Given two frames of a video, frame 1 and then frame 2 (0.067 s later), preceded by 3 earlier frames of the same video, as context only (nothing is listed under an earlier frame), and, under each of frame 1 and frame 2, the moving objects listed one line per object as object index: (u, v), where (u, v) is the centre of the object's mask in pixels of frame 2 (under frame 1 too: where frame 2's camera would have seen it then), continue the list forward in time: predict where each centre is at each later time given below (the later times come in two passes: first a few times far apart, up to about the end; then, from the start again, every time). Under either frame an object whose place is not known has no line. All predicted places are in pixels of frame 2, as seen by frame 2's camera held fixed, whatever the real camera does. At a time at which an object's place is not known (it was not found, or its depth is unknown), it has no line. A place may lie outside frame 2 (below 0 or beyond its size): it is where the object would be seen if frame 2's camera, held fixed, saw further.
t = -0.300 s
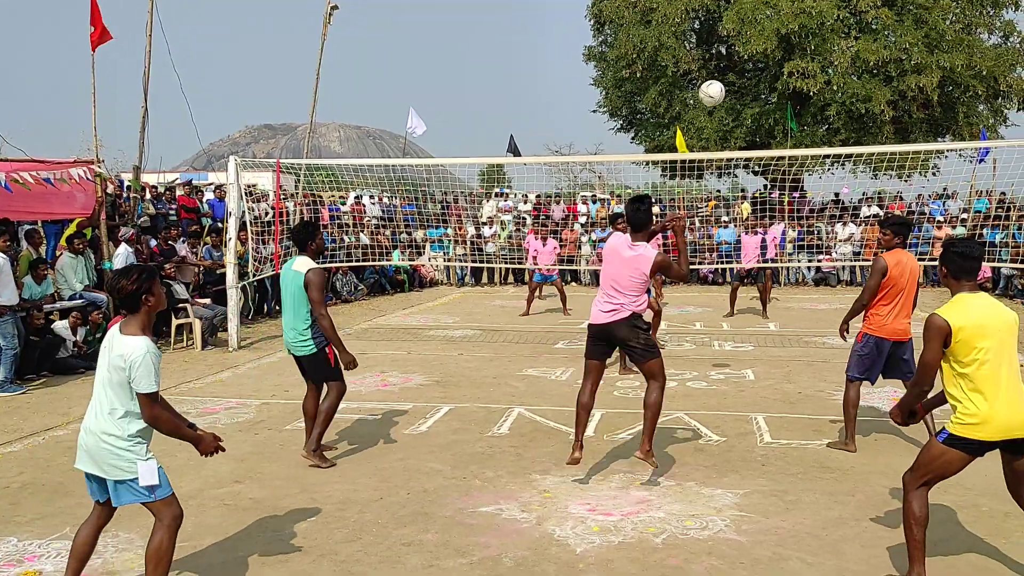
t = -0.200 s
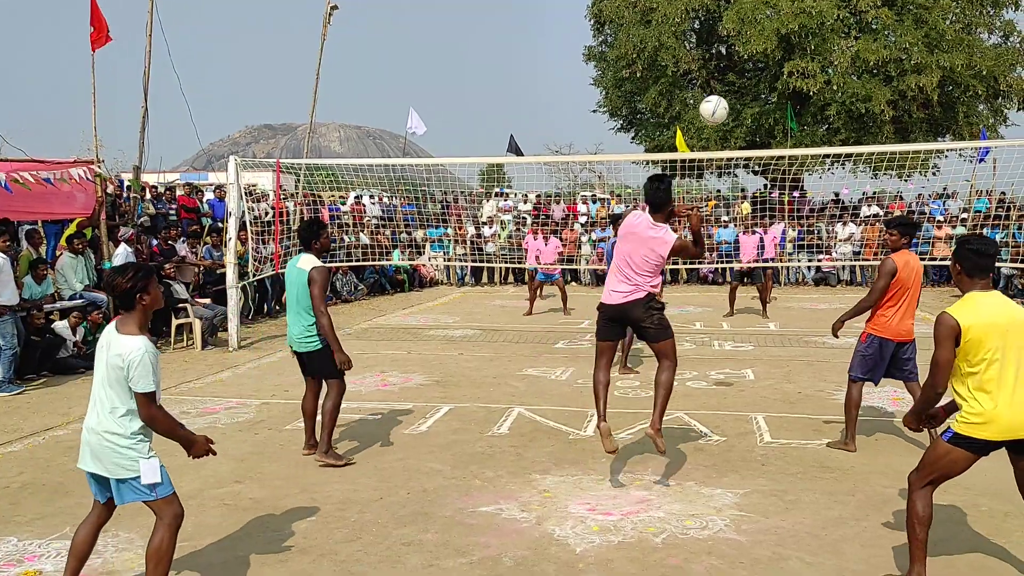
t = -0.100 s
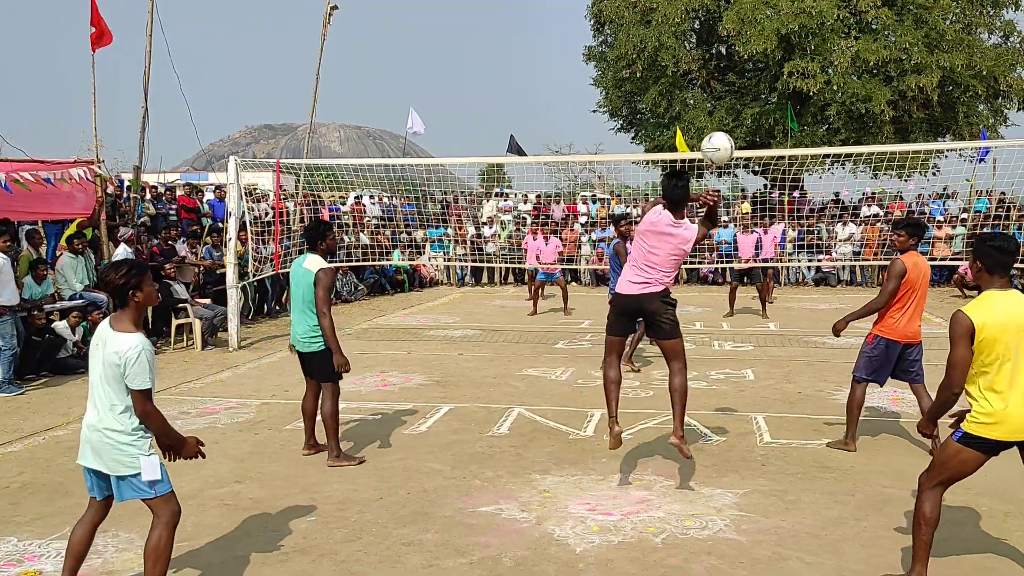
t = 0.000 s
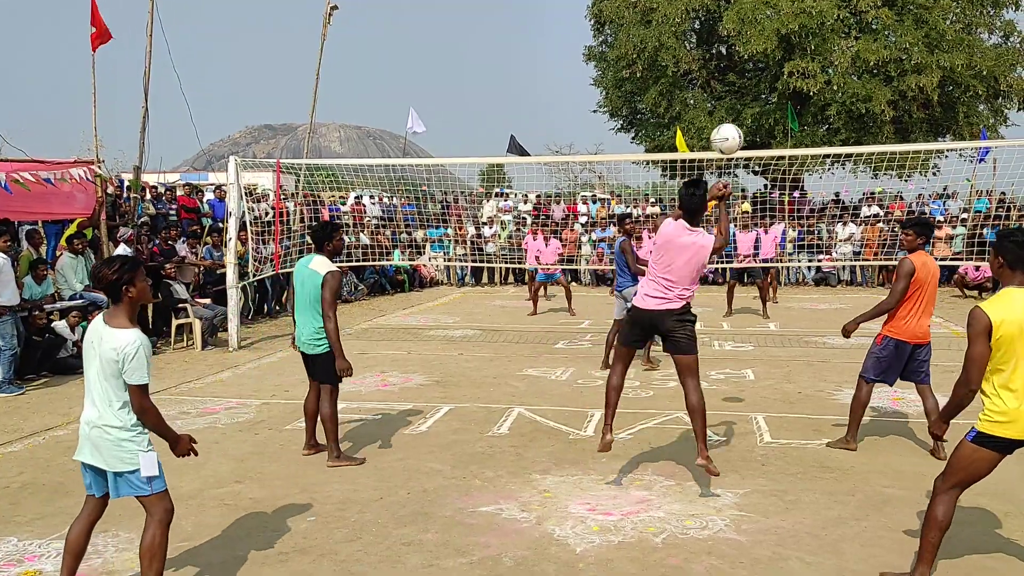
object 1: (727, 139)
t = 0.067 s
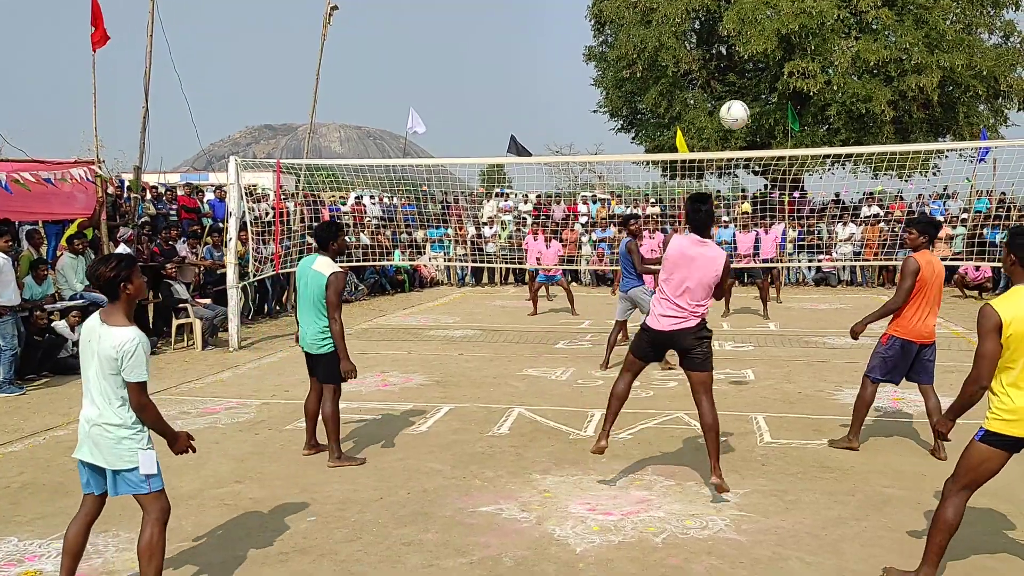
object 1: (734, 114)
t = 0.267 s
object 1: (750, 89)
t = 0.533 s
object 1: (766, 120)
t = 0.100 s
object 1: (737, 106)
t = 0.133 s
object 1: (740, 99)
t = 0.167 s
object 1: (743, 94)
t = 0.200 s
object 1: (745, 91)
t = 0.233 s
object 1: (748, 89)
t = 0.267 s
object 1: (750, 89)
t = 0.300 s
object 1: (752, 90)
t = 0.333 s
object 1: (754, 91)
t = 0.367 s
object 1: (756, 94)
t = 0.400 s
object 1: (758, 98)
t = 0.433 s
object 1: (760, 102)
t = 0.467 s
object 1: (762, 108)
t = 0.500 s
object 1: (764, 114)
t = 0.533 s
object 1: (766, 120)
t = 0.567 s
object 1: (767, 127)
